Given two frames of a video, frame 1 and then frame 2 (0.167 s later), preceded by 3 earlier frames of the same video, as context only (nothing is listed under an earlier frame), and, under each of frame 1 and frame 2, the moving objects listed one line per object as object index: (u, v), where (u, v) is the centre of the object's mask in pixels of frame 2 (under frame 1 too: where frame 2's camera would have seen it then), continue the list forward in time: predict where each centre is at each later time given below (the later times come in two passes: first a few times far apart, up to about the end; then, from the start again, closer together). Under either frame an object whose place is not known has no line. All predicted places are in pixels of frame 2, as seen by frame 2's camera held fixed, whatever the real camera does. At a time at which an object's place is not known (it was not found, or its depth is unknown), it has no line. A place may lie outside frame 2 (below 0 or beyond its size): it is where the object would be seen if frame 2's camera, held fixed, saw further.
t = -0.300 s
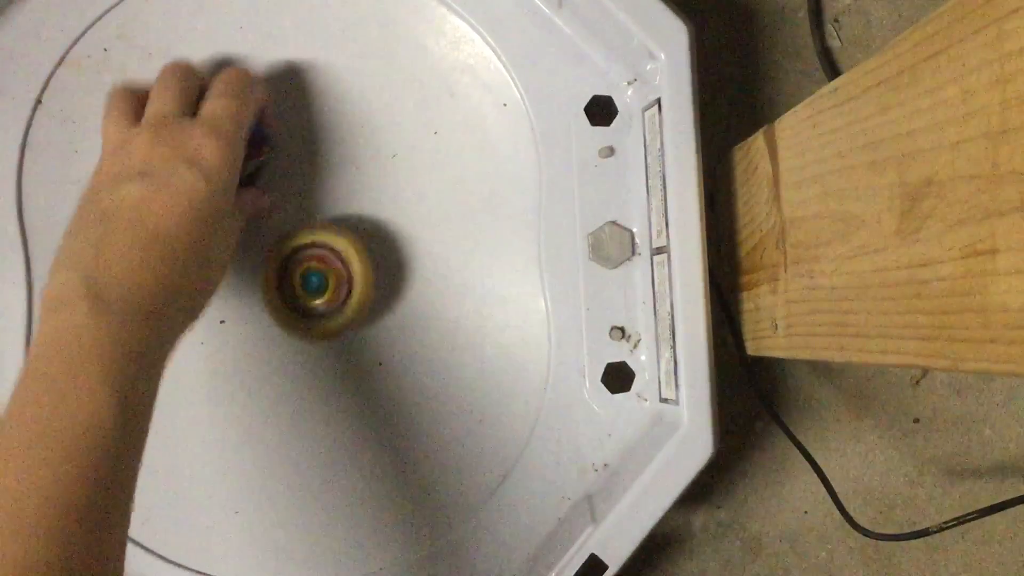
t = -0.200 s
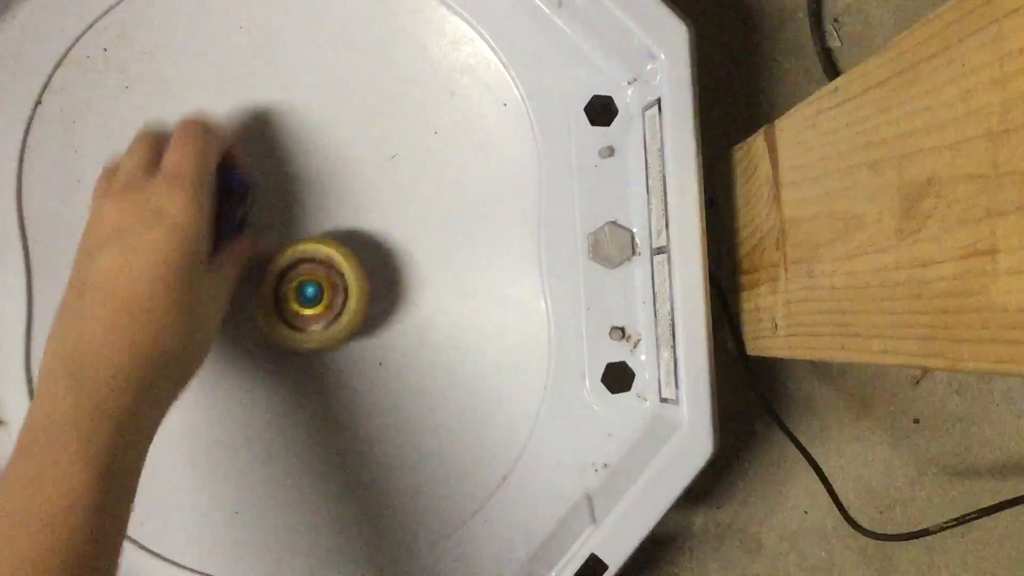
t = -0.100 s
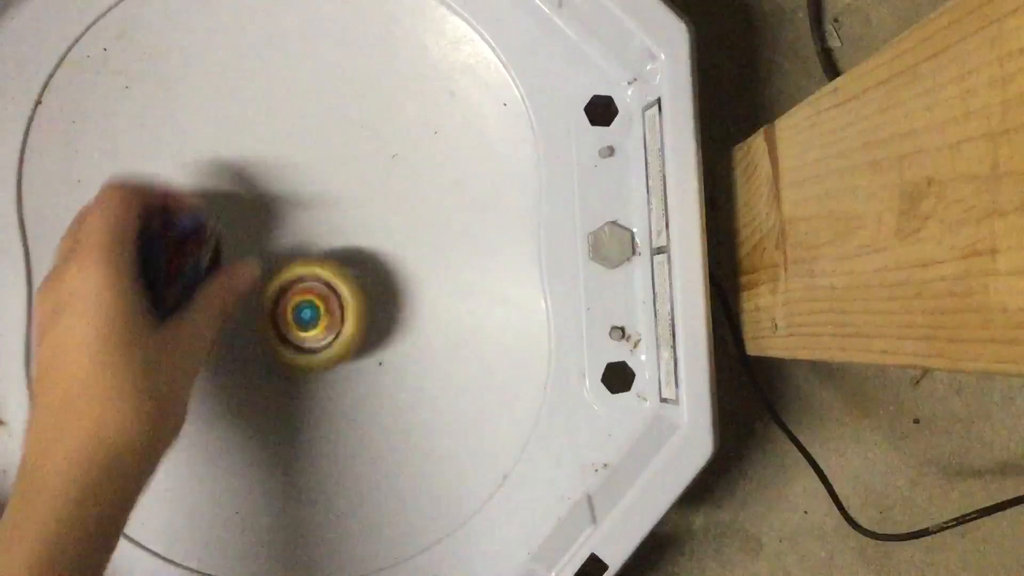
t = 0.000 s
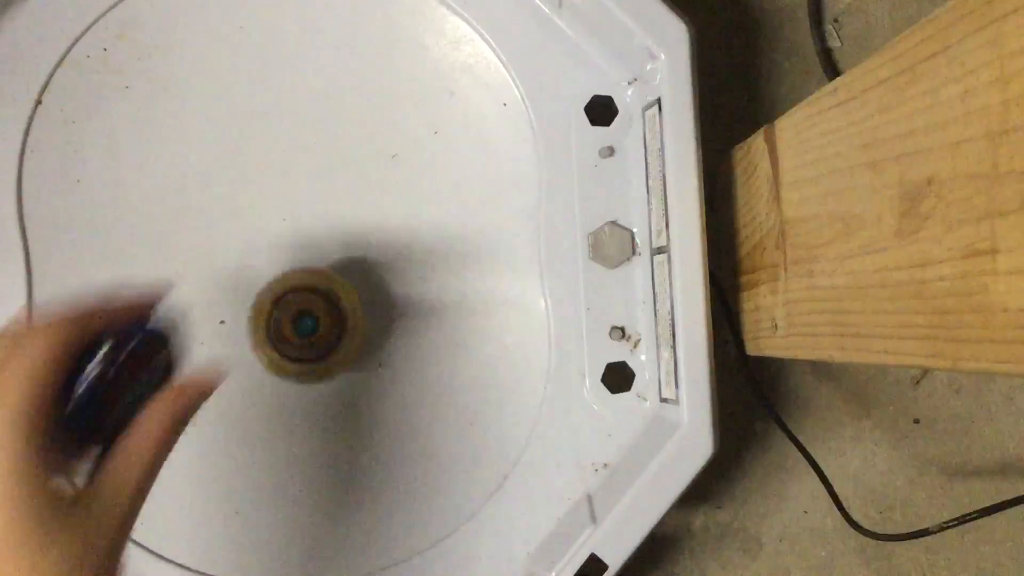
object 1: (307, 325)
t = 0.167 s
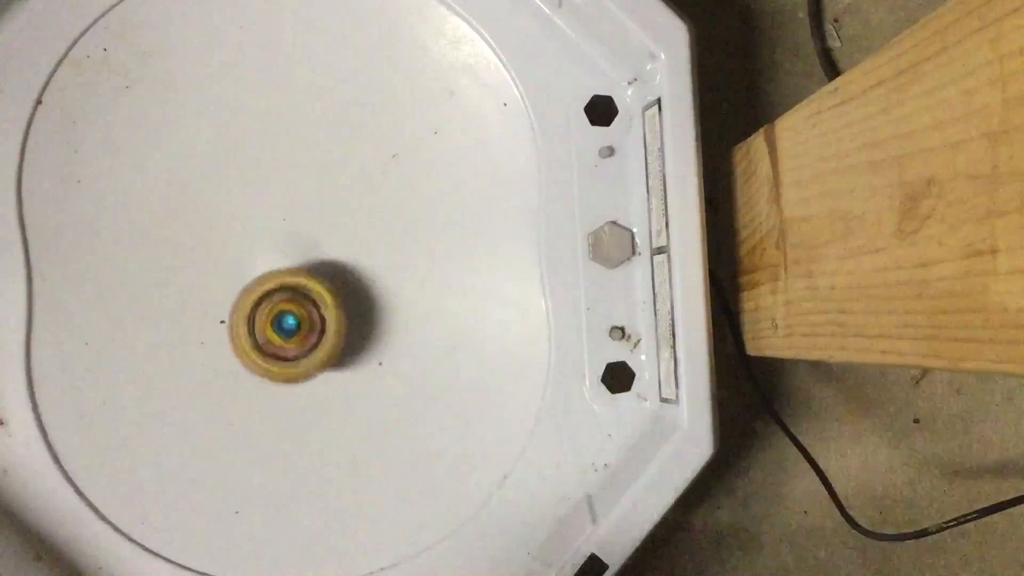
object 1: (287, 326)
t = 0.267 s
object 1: (281, 317)
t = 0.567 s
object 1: (261, 273)
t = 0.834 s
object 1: (278, 231)
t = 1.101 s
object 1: (290, 231)
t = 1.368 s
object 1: (304, 223)
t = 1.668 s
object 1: (305, 233)
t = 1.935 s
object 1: (308, 227)
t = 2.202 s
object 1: (311, 234)
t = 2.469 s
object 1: (310, 234)
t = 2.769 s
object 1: (313, 227)
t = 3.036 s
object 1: (287, 217)
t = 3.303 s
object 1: (278, 219)
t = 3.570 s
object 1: (275, 221)
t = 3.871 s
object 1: (275, 226)
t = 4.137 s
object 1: (285, 220)
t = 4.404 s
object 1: (284, 225)
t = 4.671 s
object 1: (297, 219)
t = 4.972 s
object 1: (287, 222)
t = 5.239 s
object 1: (303, 221)
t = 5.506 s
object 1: (293, 216)
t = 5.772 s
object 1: (285, 218)
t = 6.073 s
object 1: (280, 220)
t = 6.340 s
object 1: (288, 229)
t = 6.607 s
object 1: (303, 220)
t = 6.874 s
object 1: (293, 222)
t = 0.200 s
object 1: (288, 321)
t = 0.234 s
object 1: (284, 320)
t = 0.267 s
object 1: (281, 317)
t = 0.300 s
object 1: (280, 310)
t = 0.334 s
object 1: (283, 306)
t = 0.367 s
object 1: (280, 302)
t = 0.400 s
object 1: (277, 299)
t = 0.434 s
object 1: (274, 295)
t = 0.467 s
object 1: (268, 290)
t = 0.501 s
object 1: (266, 286)
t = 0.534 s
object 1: (262, 279)
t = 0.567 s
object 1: (261, 273)
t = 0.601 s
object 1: (260, 265)
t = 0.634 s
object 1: (261, 260)
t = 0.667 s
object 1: (262, 253)
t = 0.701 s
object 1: (264, 249)
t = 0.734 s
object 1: (267, 242)
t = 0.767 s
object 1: (270, 239)
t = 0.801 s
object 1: (274, 234)
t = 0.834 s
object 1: (278, 231)
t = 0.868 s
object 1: (284, 228)
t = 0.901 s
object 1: (285, 227)
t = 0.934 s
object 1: (289, 227)
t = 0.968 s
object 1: (288, 226)
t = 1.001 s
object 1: (290, 229)
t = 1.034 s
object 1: (289, 229)
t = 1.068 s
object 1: (289, 233)
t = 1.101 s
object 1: (290, 231)
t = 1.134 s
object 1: (292, 232)
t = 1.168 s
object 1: (295, 230)
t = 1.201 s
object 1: (297, 232)
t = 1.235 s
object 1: (300, 229)
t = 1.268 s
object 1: (300, 228)
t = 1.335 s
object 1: (304, 225)
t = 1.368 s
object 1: (304, 223)
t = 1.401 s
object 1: (306, 223)
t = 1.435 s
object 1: (304, 223)
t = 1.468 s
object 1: (306, 224)
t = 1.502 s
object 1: (305, 224)
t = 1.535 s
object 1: (307, 227)
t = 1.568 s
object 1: (306, 227)
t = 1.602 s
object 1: (307, 230)
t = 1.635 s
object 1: (305, 231)
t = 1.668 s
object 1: (305, 233)
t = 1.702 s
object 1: (303, 232)
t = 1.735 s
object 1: (303, 234)
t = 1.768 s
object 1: (301, 232)
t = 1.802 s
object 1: (301, 233)
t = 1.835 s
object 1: (302, 232)
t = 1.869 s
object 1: (304, 231)
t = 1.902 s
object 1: (305, 228)
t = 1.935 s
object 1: (308, 227)
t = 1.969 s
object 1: (309, 225)
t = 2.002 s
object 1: (309, 227)
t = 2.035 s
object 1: (309, 227)
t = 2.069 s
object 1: (311, 229)
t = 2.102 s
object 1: (310, 228)
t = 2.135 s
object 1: (312, 231)
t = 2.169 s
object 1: (311, 232)
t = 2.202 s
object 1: (311, 234)
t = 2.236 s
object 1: (309, 233)
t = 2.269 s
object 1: (308, 234)
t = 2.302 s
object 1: (303, 234)
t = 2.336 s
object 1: (302, 235)
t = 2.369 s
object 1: (301, 234)
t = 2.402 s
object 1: (303, 233)
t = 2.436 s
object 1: (306, 233)
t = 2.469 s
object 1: (310, 234)
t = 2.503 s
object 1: (312, 234)
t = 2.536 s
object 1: (319, 232)
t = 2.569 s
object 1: (322, 231)
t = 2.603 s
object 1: (324, 231)
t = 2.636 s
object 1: (322, 232)
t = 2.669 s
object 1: (320, 232)
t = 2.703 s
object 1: (317, 230)
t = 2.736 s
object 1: (315, 227)
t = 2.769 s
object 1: (313, 227)
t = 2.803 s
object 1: (309, 225)
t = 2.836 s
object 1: (306, 226)
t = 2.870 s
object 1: (300, 225)
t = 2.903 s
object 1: (298, 225)
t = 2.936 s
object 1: (292, 224)
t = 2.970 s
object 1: (290, 222)
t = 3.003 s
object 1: (287, 219)
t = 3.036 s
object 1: (287, 217)
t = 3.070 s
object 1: (287, 215)
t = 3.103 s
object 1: (287, 214)
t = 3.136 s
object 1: (285, 217)
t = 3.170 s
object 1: (282, 216)
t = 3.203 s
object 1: (282, 217)
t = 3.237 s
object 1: (280, 218)
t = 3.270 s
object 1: (280, 218)
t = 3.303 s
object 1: (278, 219)
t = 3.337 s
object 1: (277, 219)
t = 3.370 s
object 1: (275, 221)
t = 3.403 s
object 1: (271, 221)
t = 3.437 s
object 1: (270, 220)
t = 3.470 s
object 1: (272, 219)
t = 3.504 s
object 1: (274, 221)
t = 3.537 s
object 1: (273, 221)
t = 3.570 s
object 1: (275, 221)
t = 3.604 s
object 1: (276, 220)
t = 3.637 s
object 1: (279, 218)
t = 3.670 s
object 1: (281, 217)
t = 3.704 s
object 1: (282, 217)
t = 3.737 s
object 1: (281, 219)
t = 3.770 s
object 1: (279, 220)
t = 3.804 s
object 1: (279, 221)
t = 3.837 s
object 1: (277, 225)
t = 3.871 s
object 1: (275, 226)
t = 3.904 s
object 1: (275, 225)
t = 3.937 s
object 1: (276, 224)
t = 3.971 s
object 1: (277, 226)
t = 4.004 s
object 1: (277, 225)
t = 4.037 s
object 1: (279, 225)
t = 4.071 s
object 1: (280, 224)
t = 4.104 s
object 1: (283, 221)
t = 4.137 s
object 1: (285, 220)
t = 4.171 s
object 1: (289, 218)
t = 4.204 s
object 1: (294, 219)
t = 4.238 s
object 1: (296, 219)
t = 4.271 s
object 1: (295, 220)
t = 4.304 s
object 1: (292, 222)
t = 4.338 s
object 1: (290, 221)
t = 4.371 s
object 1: (287, 224)
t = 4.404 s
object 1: (284, 225)
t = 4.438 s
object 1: (283, 225)
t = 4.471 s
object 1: (283, 223)
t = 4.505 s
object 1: (285, 222)
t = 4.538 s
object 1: (285, 223)
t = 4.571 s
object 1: (287, 221)
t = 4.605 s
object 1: (289, 222)
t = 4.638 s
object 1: (291, 219)
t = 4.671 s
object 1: (297, 219)
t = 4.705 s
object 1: (300, 219)
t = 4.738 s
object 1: (301, 221)
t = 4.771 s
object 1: (297, 223)
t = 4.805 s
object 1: (294, 221)
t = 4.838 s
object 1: (294, 222)
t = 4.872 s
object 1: (291, 223)
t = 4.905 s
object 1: (288, 222)
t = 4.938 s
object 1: (287, 223)
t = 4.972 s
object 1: (287, 222)
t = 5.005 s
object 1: (288, 222)
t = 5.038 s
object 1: (288, 222)
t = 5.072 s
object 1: (290, 221)
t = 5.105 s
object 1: (290, 221)
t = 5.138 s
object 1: (294, 218)
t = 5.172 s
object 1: (299, 218)
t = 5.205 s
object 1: (302, 218)
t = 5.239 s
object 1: (303, 221)
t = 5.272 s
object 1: (298, 223)
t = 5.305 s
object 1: (296, 222)
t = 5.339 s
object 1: (295, 220)
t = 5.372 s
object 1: (295, 217)
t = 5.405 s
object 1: (296, 216)
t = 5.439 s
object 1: (295, 217)
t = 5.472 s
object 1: (294, 216)
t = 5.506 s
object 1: (293, 216)
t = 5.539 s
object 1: (291, 216)
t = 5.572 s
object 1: (291, 217)
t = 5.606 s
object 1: (289, 218)
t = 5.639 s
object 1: (288, 217)
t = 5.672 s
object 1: (288, 218)
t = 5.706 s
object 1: (287, 217)
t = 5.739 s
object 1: (286, 217)
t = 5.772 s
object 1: (285, 218)
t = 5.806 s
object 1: (284, 218)
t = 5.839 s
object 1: (285, 220)
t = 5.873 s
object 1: (284, 223)
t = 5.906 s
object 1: (282, 226)
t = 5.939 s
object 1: (281, 226)
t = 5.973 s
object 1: (279, 224)
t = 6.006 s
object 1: (278, 222)
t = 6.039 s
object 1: (278, 222)
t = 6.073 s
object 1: (280, 220)
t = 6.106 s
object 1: (283, 219)
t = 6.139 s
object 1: (285, 219)
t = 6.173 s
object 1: (290, 217)
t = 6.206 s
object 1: (295, 218)
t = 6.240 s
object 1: (298, 223)
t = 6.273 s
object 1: (299, 227)
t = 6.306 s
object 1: (292, 229)
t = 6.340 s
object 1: (288, 229)
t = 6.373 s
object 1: (287, 229)
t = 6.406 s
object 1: (286, 226)
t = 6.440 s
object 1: (288, 223)
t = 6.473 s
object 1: (289, 224)
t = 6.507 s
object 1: (291, 222)
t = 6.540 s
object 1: (296, 221)
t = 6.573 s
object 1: (300, 220)
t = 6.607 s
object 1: (303, 220)
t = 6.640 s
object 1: (305, 224)
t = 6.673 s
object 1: (304, 226)
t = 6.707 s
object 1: (302, 228)
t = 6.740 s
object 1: (298, 230)
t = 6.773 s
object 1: (295, 228)
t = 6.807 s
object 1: (293, 225)
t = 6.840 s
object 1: (291, 223)
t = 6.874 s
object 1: (293, 222)
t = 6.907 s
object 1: (296, 221)
